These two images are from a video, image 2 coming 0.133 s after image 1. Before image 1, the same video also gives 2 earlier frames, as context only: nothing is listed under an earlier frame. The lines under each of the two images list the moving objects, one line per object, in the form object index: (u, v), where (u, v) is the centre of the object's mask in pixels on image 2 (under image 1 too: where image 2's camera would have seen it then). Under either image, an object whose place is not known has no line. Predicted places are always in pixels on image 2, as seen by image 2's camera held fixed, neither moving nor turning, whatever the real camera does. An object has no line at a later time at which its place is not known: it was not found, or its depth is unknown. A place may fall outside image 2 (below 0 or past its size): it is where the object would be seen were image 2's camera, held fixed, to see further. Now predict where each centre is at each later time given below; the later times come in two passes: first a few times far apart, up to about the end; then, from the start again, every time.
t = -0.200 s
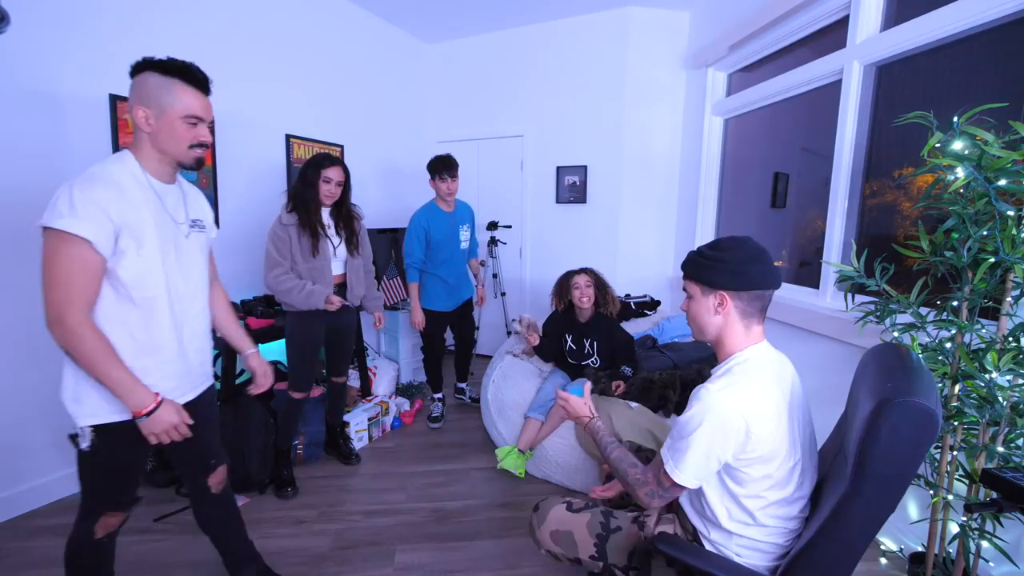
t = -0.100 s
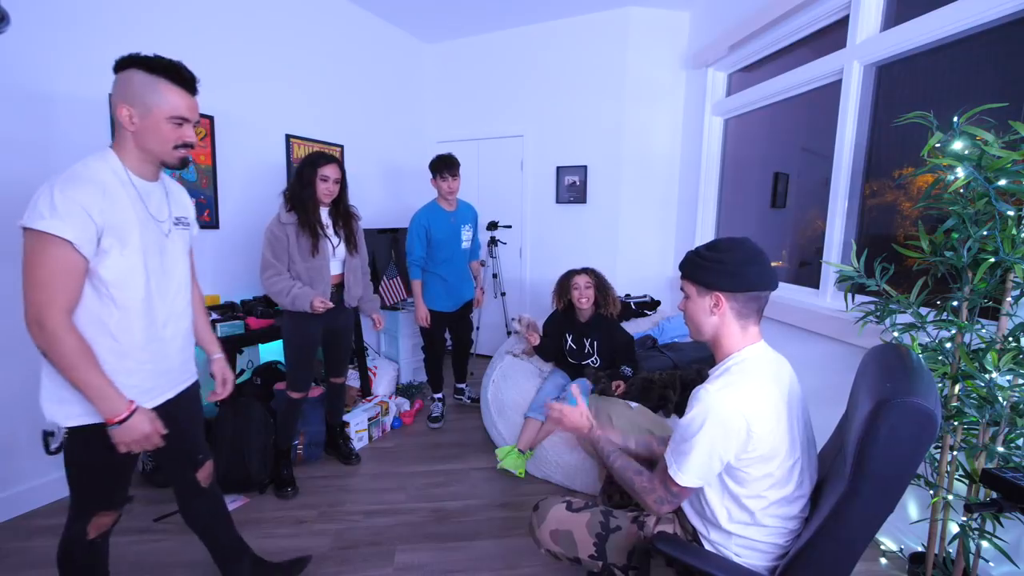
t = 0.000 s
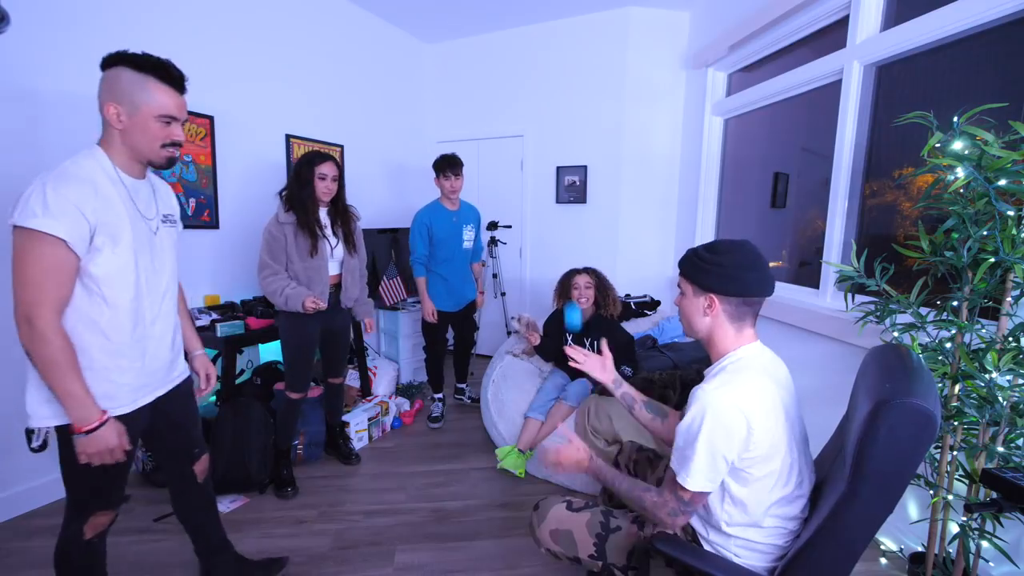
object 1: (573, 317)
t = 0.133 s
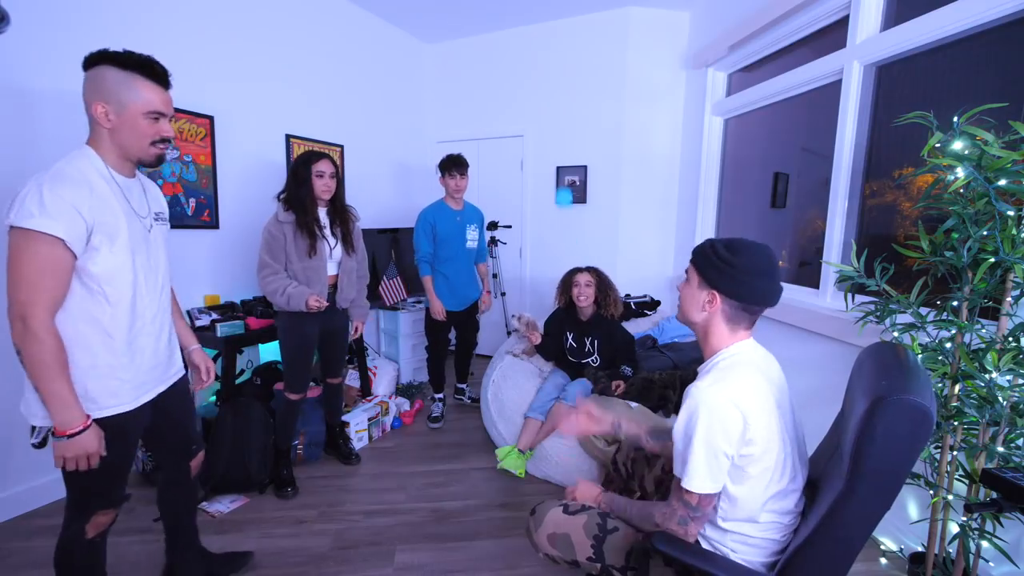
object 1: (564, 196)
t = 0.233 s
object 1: (555, 147)
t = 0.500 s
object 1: (535, 150)
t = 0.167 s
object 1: (561, 177)
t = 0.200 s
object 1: (558, 161)
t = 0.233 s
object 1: (555, 147)
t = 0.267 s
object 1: (553, 138)
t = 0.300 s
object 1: (550, 131)
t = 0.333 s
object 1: (548, 127)
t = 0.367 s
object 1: (545, 126)
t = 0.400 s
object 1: (543, 128)
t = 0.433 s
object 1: (540, 133)
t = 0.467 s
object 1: (538, 140)
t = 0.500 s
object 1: (535, 150)
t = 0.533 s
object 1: (533, 162)
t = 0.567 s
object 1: (531, 175)
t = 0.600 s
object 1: (529, 191)
